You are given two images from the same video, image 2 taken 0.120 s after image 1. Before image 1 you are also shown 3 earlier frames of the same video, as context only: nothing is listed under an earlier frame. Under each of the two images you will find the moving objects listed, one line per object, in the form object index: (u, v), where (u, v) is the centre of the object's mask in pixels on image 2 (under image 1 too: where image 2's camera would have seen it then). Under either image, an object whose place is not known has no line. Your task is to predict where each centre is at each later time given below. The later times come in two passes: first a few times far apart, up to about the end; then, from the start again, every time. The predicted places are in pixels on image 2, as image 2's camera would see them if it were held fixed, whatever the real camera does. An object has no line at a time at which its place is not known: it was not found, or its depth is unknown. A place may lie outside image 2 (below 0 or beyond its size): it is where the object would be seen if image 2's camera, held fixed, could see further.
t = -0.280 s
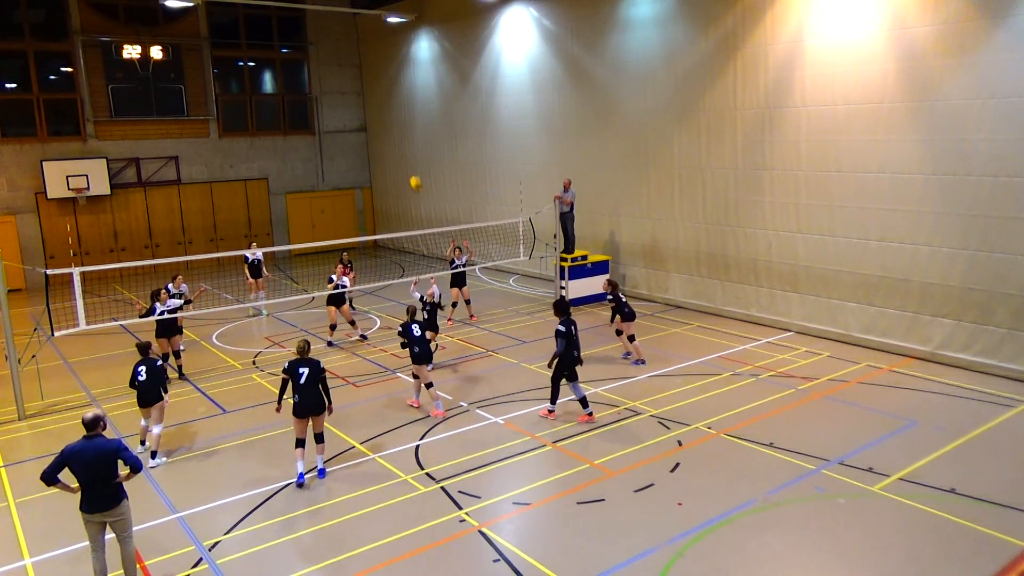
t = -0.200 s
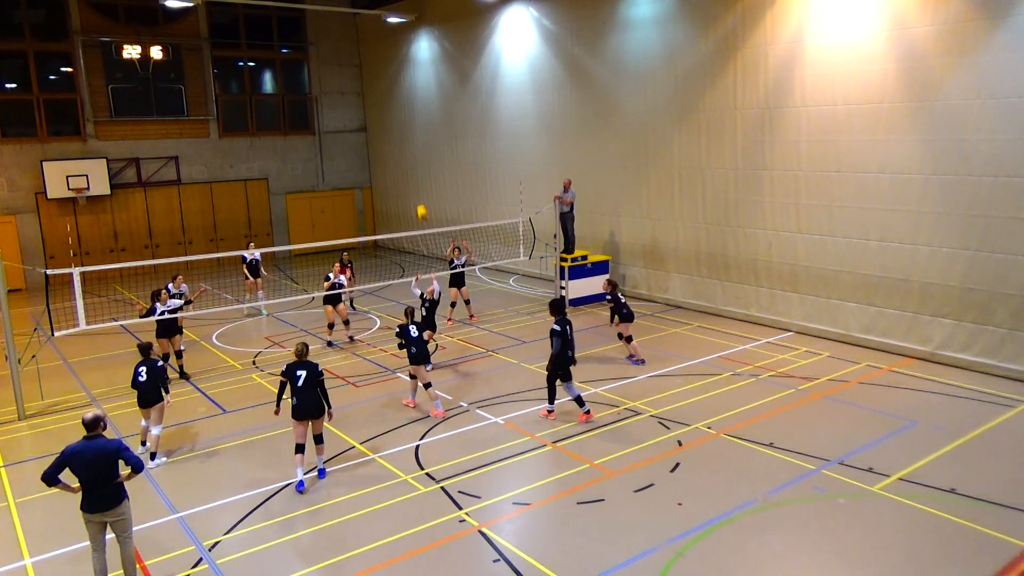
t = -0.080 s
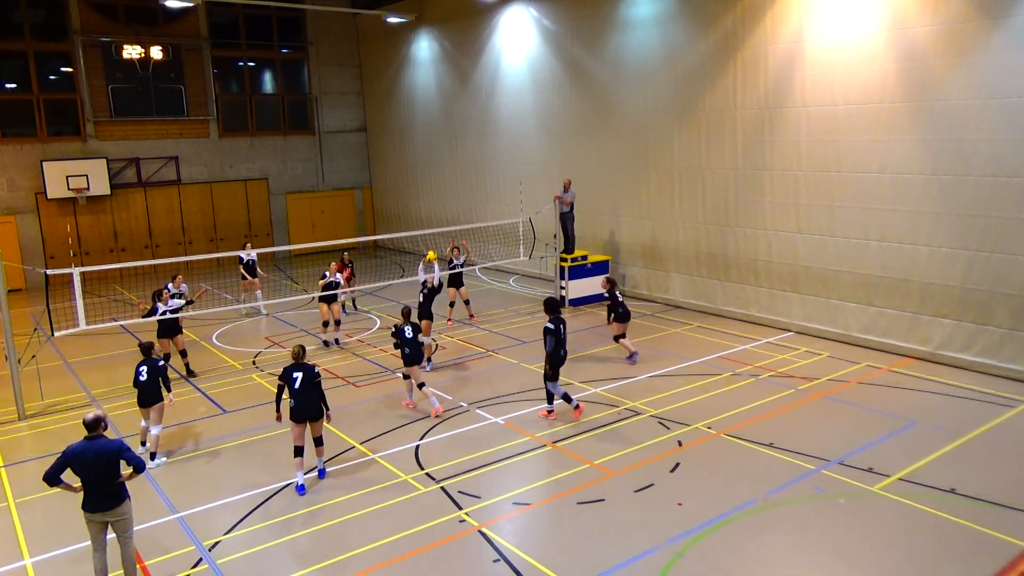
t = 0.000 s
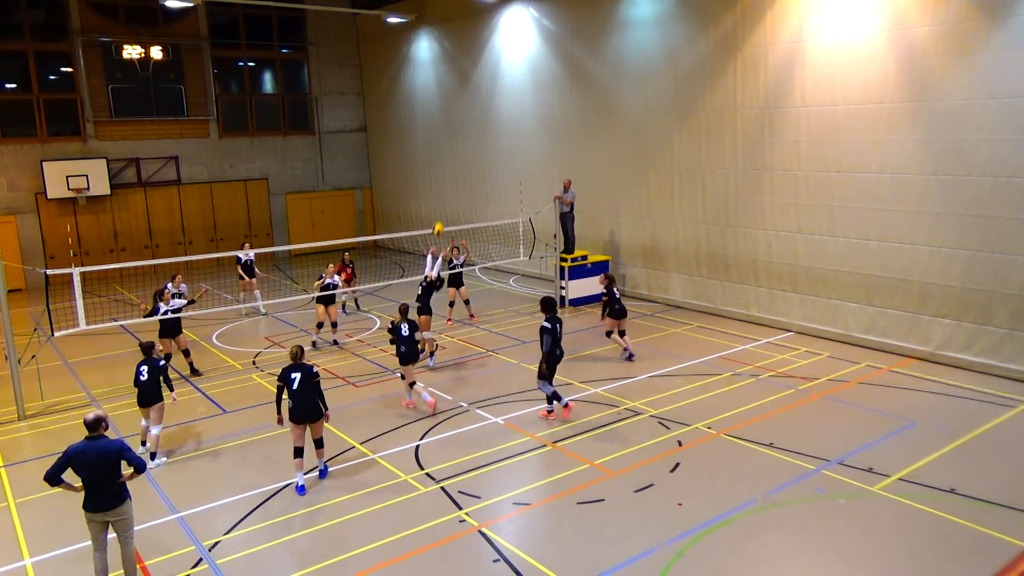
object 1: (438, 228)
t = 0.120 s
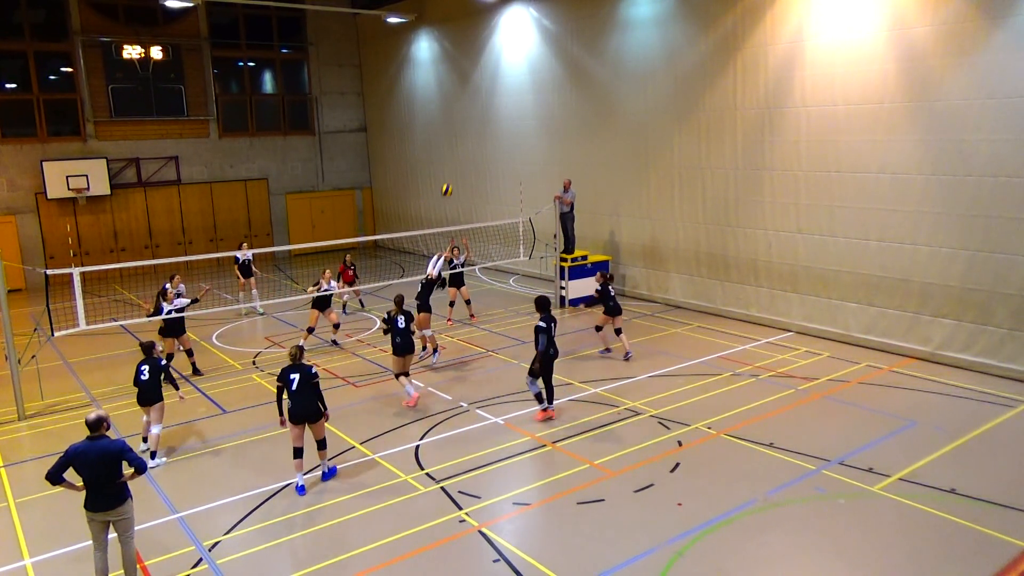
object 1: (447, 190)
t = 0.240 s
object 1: (455, 161)
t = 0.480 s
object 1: (474, 128)
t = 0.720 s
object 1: (492, 127)
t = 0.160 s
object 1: (450, 179)
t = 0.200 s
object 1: (452, 169)
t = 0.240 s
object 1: (455, 161)
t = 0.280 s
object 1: (458, 154)
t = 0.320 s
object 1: (462, 147)
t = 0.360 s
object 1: (465, 141)
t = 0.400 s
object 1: (468, 135)
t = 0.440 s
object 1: (471, 131)
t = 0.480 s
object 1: (474, 128)
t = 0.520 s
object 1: (477, 126)
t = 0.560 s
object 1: (480, 125)
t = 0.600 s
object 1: (484, 124)
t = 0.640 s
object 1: (487, 125)
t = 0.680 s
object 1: (489, 125)
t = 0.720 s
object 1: (492, 127)
